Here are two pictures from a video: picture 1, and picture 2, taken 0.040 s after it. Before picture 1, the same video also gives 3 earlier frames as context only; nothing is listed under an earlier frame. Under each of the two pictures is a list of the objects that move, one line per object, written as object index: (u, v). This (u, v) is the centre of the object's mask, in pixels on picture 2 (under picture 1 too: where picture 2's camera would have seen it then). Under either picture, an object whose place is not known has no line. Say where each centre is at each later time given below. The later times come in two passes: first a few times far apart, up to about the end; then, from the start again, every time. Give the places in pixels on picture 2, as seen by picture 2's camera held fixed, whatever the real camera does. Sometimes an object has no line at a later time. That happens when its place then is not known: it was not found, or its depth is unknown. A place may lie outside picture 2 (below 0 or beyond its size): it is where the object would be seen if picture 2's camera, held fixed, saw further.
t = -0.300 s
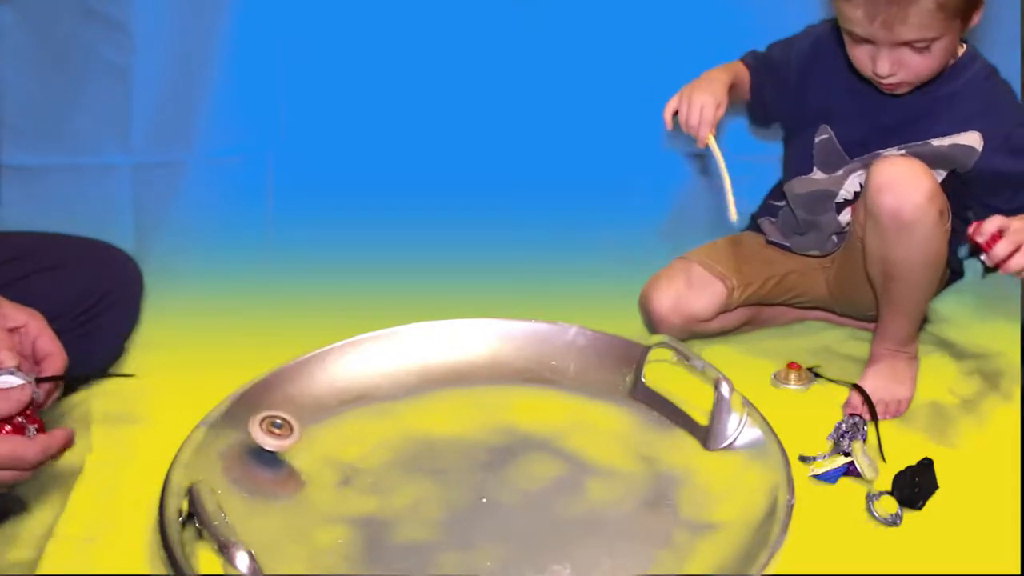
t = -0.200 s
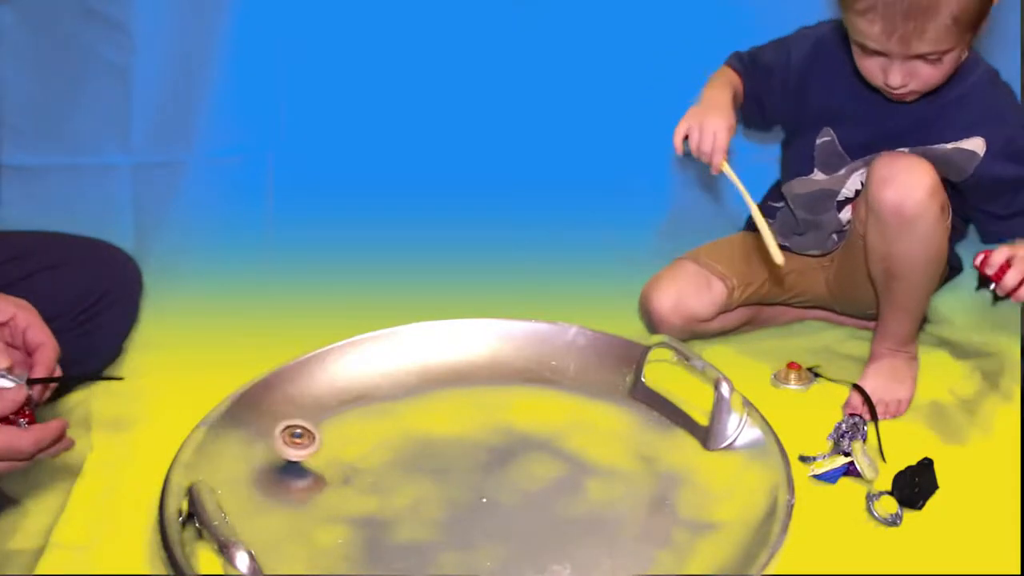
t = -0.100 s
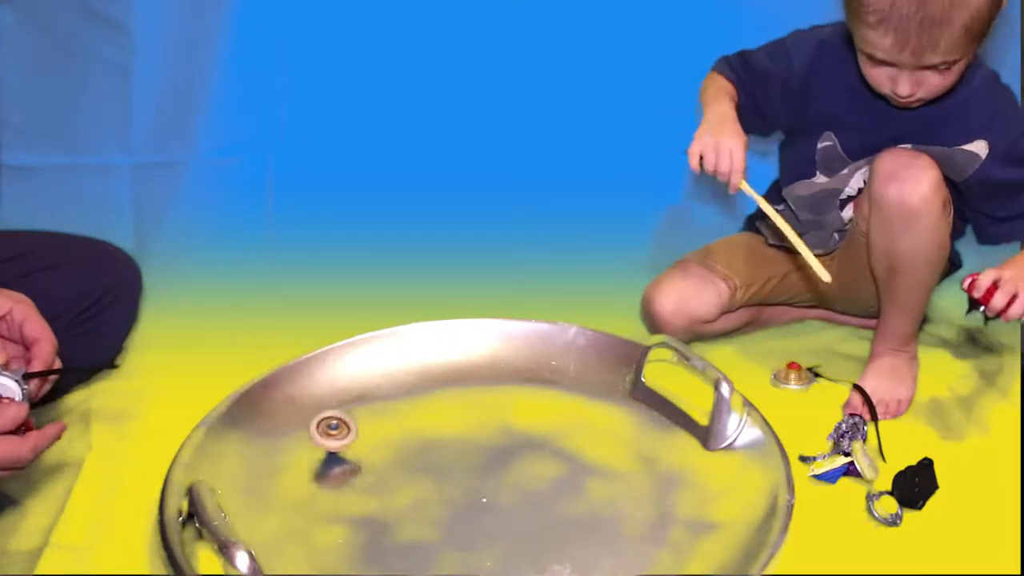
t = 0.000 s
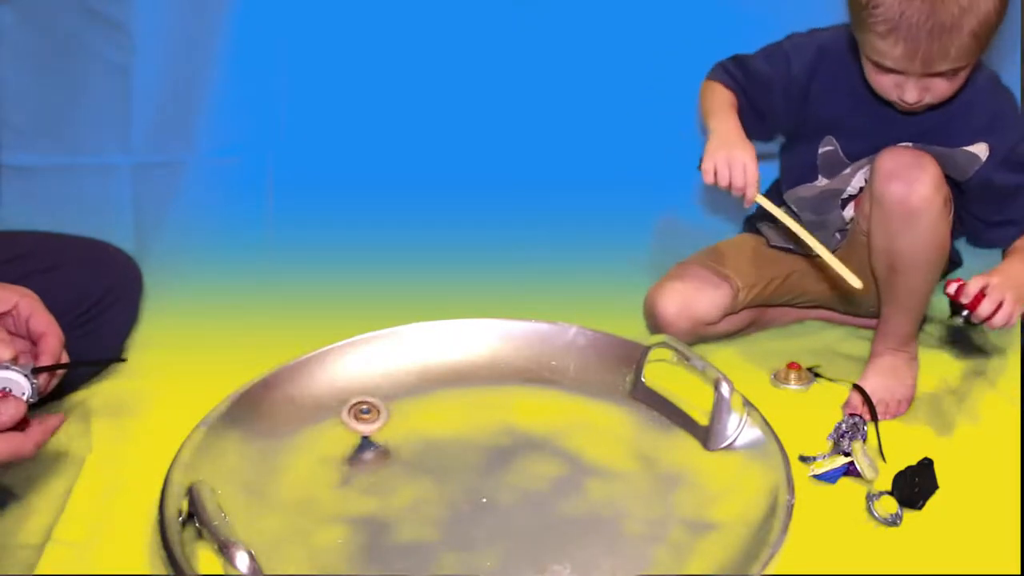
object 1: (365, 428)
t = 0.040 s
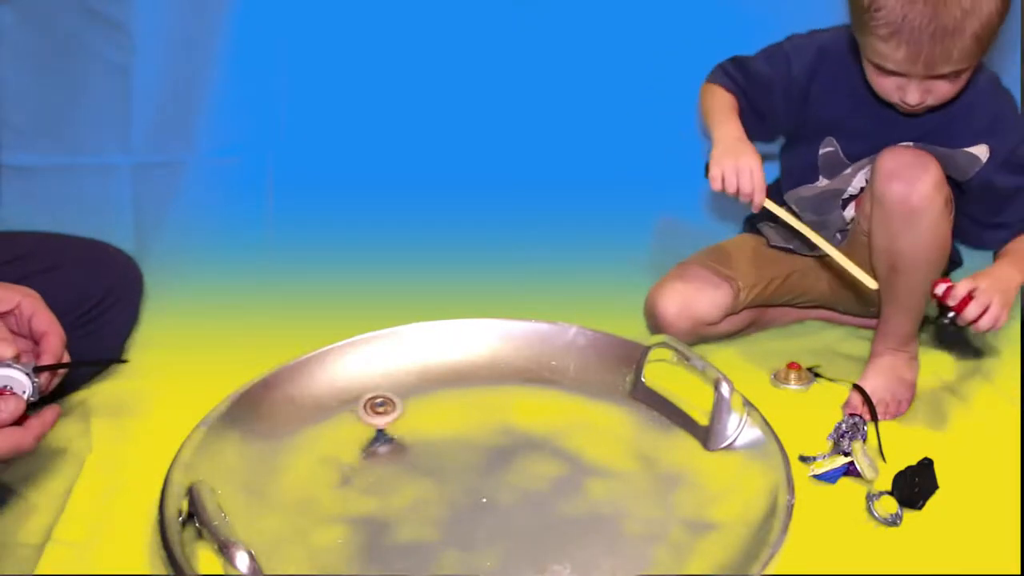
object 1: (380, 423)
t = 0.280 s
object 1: (480, 398)
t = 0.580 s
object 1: (566, 395)
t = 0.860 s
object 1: (623, 426)
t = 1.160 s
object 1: (681, 485)
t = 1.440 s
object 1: (684, 532)
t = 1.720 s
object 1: (623, 567)
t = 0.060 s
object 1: (389, 417)
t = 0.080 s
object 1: (399, 413)
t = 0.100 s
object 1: (408, 413)
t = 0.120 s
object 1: (417, 413)
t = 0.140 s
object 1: (426, 411)
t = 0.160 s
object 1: (434, 409)
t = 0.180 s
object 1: (441, 407)
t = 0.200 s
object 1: (449, 403)
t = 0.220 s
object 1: (457, 402)
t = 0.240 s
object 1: (464, 403)
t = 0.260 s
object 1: (472, 398)
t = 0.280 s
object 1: (480, 398)
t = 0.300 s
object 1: (487, 397)
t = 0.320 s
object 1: (495, 397)
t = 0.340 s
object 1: (502, 397)
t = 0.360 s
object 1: (509, 395)
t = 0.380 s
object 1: (517, 394)
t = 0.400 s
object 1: (523, 397)
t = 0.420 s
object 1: (529, 394)
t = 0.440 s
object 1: (536, 393)
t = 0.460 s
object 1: (541, 394)
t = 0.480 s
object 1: (547, 393)
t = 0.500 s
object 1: (551, 393)
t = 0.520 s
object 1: (555, 394)
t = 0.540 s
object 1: (560, 394)
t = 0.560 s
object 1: (563, 394)
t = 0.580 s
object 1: (566, 395)
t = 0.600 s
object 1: (568, 396)
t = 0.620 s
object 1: (570, 396)
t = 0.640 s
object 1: (573, 398)
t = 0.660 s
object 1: (576, 398)
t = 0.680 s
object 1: (579, 400)
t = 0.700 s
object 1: (583, 402)
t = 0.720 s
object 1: (587, 405)
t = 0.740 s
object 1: (592, 408)
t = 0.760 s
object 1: (597, 411)
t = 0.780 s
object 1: (601, 414)
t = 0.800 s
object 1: (607, 416)
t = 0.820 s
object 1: (611, 420)
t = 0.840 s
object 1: (617, 423)
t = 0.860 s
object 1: (623, 426)
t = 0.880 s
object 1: (628, 429)
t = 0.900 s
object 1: (633, 432)
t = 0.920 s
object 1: (638, 437)
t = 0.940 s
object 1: (643, 442)
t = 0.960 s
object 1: (647, 444)
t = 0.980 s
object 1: (651, 448)
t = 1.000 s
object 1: (655, 450)
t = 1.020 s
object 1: (660, 455)
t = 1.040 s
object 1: (664, 459)
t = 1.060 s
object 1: (667, 463)
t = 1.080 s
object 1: (671, 467)
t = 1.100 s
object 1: (673, 471)
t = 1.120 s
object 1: (675, 475)
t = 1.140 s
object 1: (679, 481)
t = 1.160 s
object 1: (681, 485)
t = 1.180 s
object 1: (682, 488)
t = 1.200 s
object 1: (685, 492)
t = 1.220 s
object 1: (686, 495)
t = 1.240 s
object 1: (686, 499)
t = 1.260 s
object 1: (687, 502)
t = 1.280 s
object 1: (689, 507)
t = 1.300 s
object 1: (689, 510)
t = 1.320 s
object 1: (689, 513)
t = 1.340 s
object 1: (690, 516)
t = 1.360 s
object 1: (689, 519)
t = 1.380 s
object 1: (689, 522)
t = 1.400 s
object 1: (687, 526)
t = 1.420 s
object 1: (686, 529)
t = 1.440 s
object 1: (684, 532)
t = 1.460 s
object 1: (682, 535)
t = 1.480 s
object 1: (679, 539)
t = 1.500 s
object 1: (675, 545)
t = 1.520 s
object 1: (671, 546)
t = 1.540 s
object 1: (667, 547)
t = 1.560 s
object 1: (664, 547)
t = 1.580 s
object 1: (660, 550)
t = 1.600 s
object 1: (655, 552)
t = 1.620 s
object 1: (649, 556)
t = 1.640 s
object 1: (645, 558)
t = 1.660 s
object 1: (641, 560)
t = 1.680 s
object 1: (636, 563)
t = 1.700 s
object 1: (630, 565)
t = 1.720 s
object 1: (623, 567)
